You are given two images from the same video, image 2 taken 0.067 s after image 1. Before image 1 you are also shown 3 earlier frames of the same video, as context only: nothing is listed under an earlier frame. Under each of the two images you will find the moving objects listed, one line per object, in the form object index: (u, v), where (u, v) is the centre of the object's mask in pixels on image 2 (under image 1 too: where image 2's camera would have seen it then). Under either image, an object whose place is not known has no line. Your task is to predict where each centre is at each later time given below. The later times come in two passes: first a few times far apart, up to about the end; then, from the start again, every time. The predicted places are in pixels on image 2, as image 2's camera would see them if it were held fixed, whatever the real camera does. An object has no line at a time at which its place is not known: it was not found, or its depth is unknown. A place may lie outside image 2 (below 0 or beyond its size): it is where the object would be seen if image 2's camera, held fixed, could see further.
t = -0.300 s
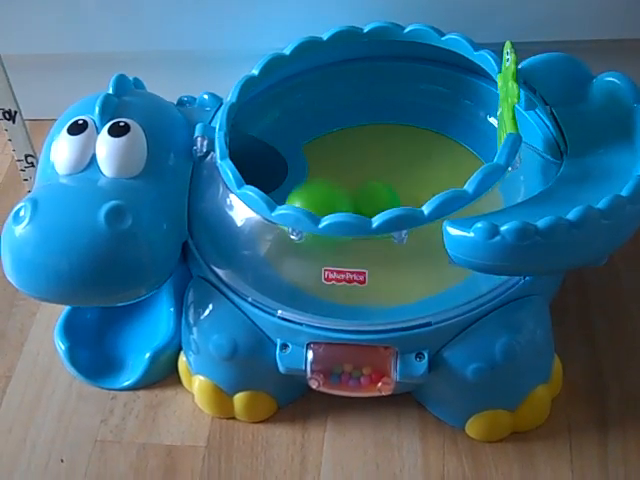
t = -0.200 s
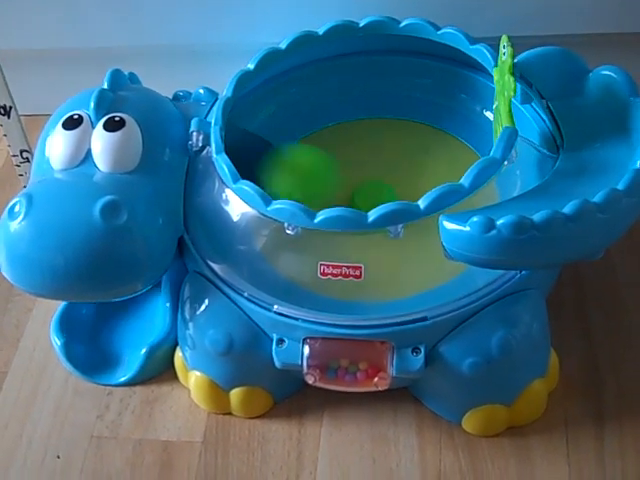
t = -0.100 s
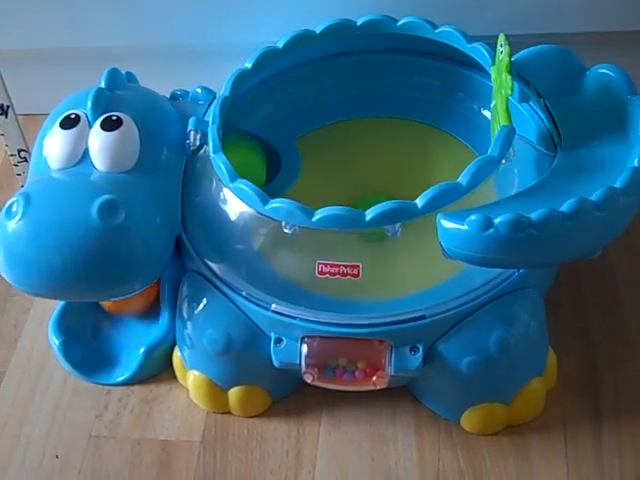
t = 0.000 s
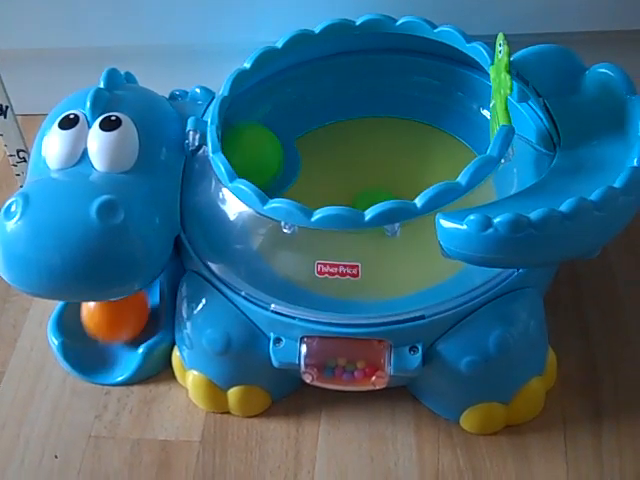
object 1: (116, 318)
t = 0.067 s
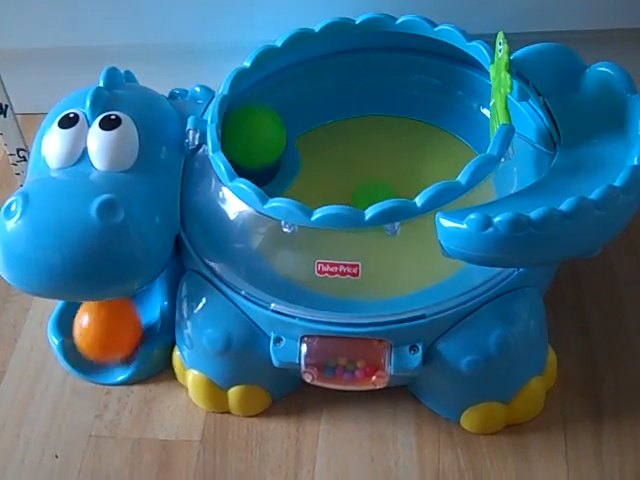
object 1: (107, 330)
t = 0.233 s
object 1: (86, 387)
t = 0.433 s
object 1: (70, 461)
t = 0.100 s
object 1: (103, 338)
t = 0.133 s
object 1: (99, 347)
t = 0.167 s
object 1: (93, 359)
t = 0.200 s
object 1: (88, 372)
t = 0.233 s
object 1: (86, 387)
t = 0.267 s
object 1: (82, 401)
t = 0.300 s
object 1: (79, 416)
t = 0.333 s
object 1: (76, 430)
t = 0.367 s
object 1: (74, 444)
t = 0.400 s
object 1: (71, 454)
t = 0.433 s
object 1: (70, 461)
